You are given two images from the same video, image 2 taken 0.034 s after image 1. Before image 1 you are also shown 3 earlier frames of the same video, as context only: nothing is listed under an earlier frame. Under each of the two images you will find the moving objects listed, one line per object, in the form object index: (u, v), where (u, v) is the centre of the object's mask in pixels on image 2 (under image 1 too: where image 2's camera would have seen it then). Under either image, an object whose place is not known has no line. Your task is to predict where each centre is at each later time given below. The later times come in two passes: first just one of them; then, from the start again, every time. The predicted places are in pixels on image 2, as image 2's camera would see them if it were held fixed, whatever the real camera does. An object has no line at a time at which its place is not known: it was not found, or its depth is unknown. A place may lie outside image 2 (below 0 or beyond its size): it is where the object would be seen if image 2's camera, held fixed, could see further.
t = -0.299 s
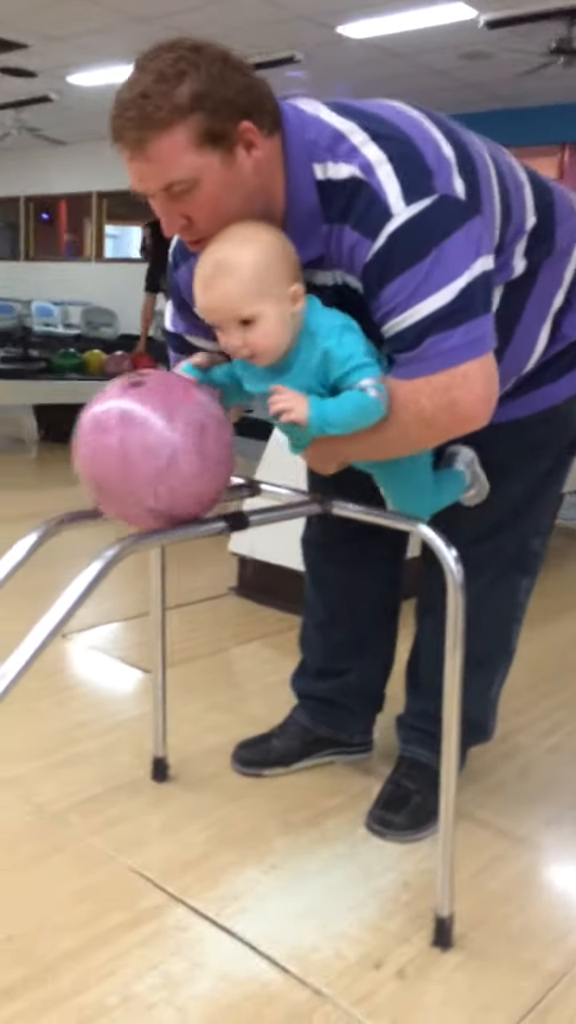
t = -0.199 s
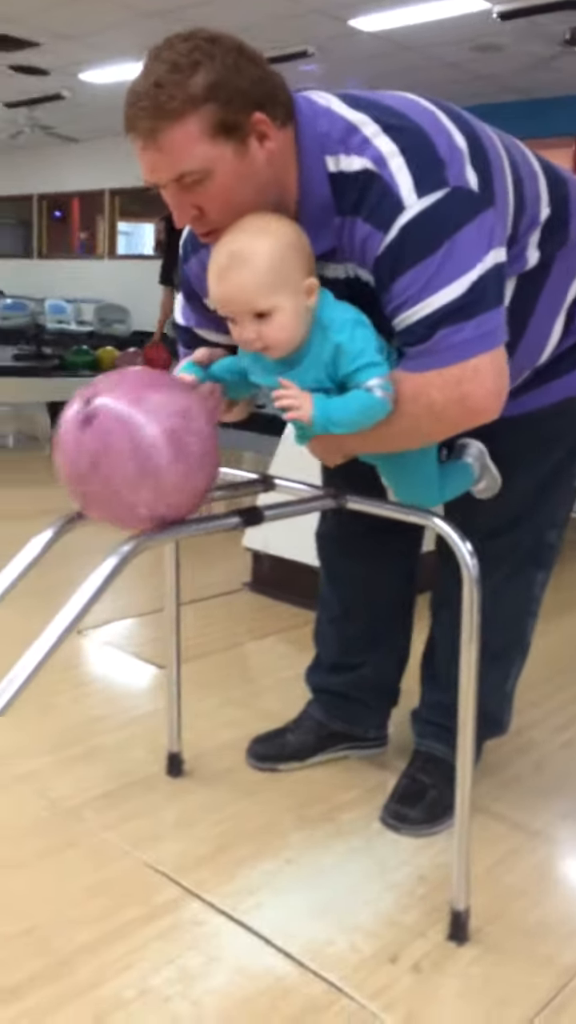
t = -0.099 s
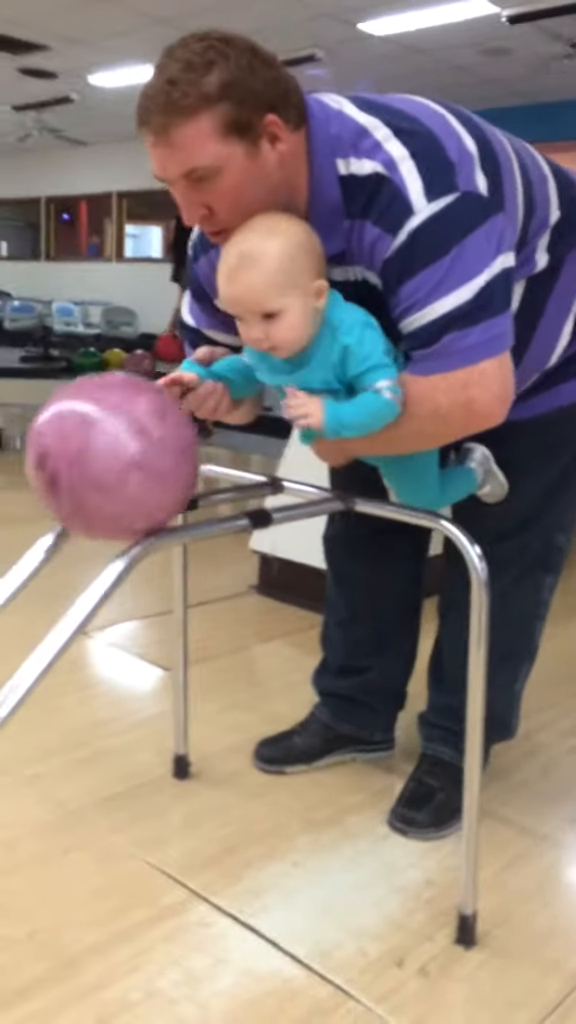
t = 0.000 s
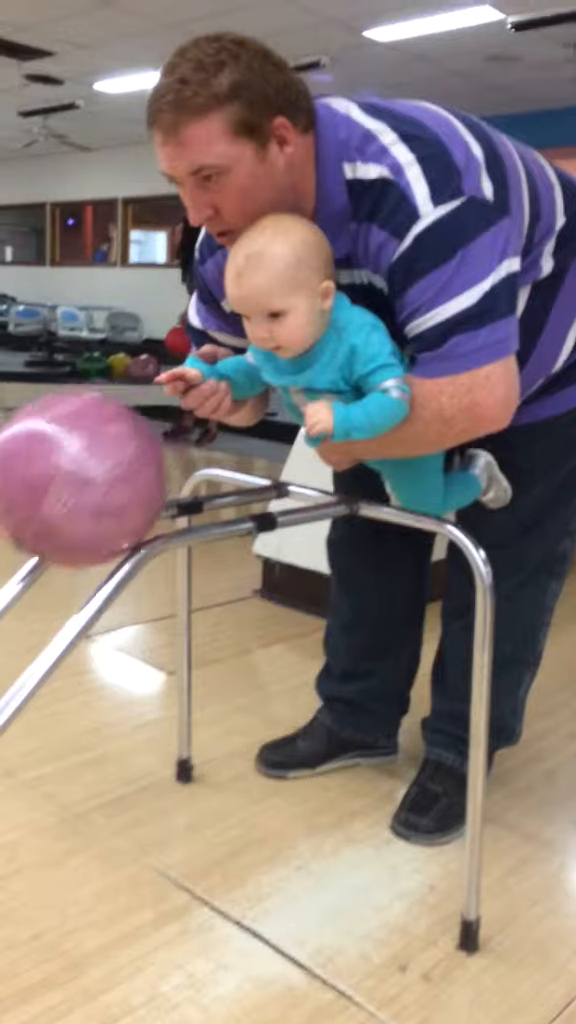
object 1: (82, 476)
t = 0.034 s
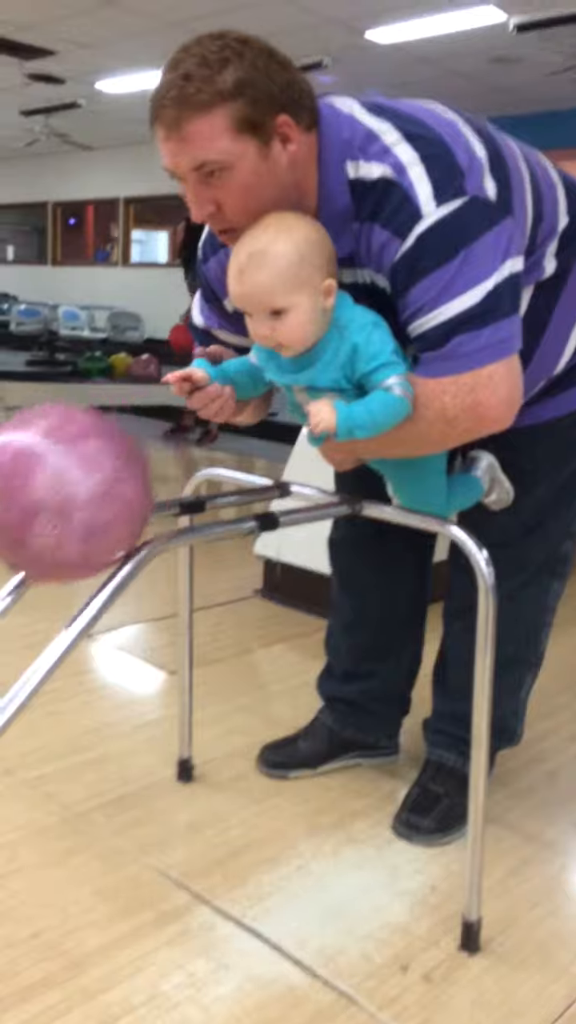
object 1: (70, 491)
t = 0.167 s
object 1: (13, 603)
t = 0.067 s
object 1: (57, 510)
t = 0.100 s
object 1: (44, 537)
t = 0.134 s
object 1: (30, 565)
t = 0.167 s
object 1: (13, 603)
